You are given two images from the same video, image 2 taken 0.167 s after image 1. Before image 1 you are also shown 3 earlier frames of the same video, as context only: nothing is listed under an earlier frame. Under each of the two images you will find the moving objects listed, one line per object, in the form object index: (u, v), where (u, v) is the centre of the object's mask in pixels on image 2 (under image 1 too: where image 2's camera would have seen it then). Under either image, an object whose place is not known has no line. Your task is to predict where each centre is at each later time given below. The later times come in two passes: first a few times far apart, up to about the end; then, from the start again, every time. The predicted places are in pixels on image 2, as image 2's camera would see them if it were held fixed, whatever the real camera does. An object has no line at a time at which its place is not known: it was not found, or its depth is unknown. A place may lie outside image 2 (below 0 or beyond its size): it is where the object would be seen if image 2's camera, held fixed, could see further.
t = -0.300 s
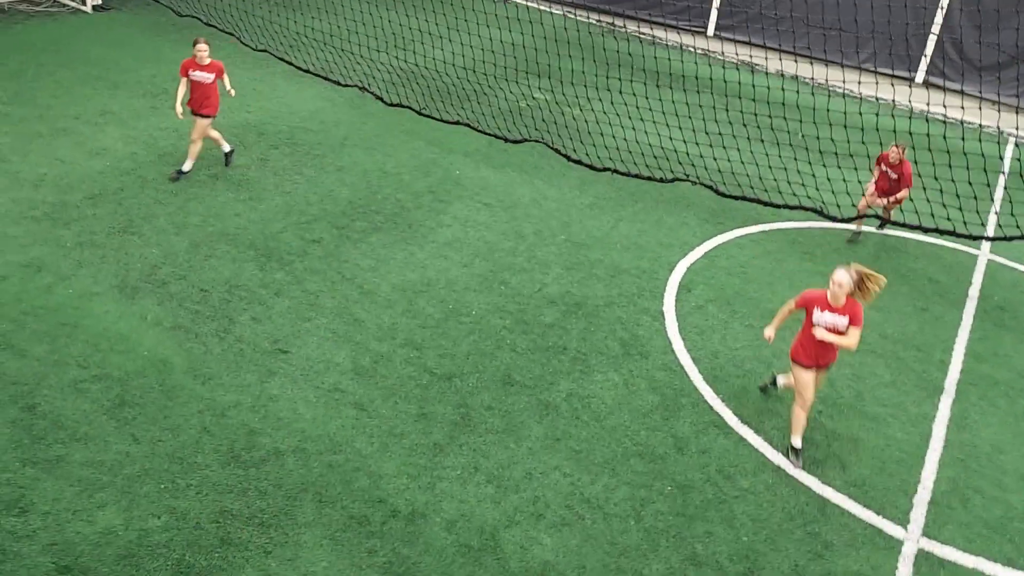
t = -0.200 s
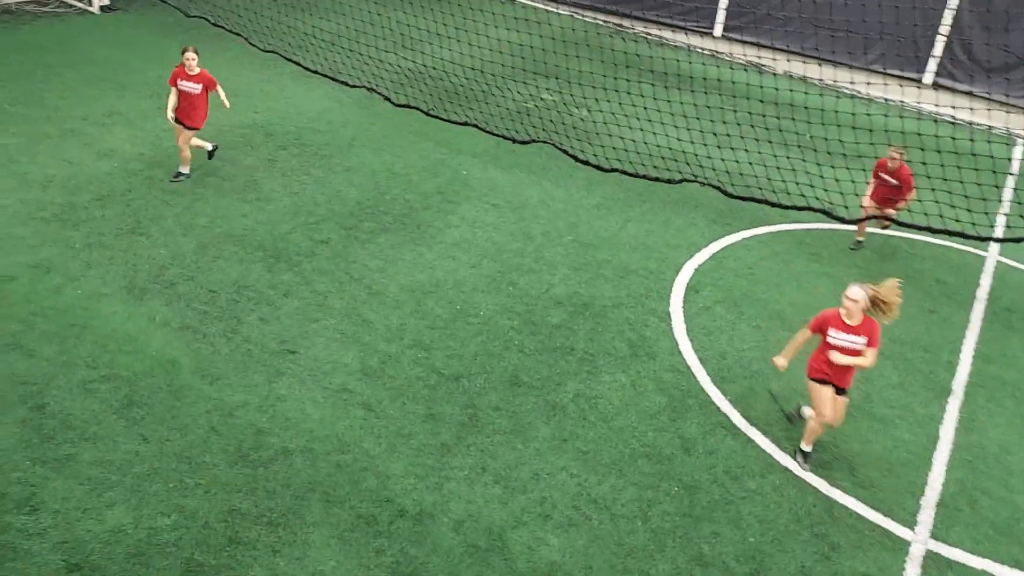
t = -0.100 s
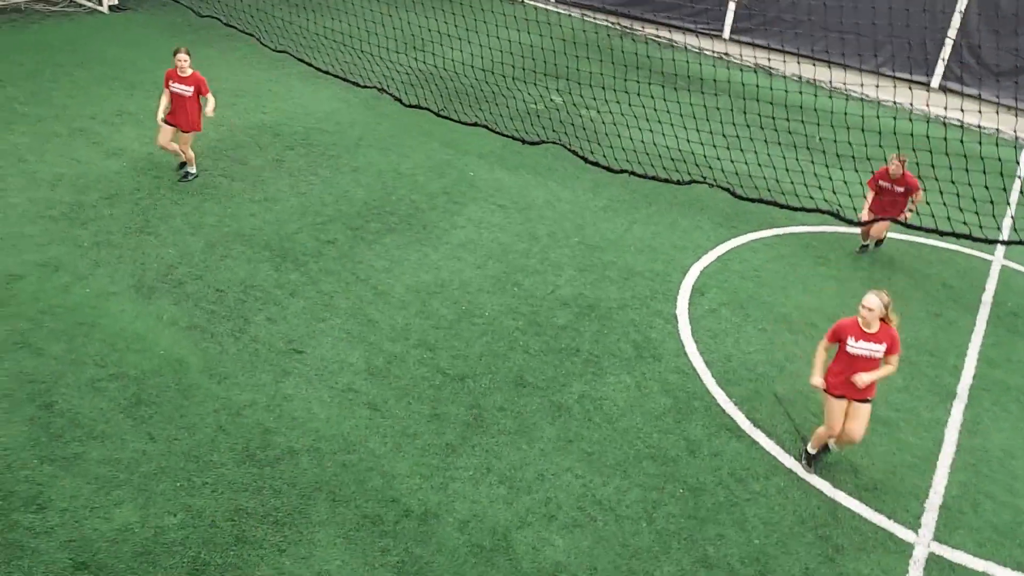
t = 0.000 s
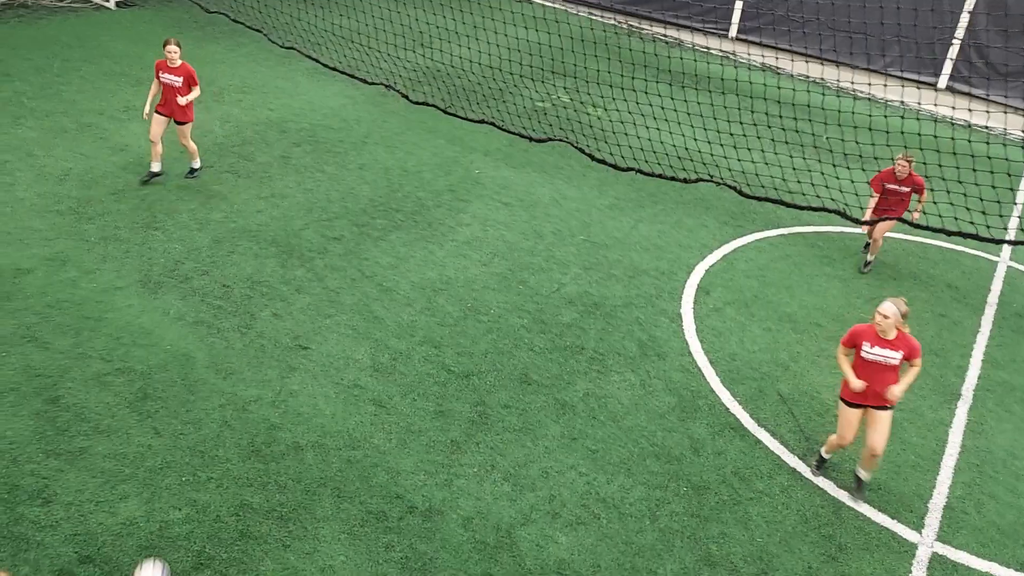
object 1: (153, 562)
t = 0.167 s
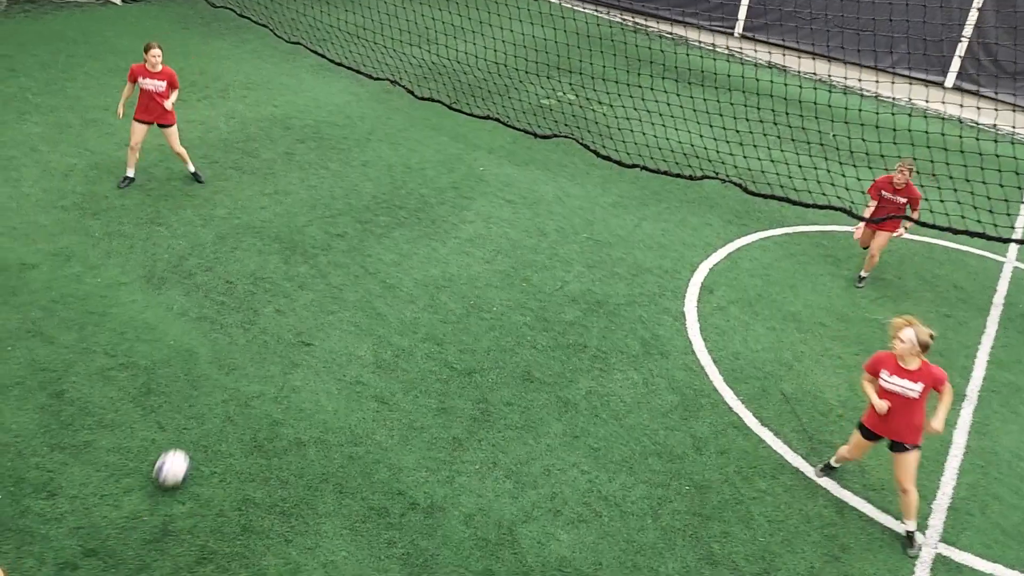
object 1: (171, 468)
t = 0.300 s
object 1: (182, 410)
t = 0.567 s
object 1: (193, 329)
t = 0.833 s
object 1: (198, 268)
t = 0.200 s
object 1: (174, 452)
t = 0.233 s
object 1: (177, 436)
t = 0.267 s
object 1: (180, 423)
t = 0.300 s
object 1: (182, 410)
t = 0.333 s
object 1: (183, 397)
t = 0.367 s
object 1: (184, 385)
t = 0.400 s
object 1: (186, 376)
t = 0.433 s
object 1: (188, 366)
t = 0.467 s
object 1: (189, 355)
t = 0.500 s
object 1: (191, 345)
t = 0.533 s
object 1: (192, 336)
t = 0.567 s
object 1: (193, 329)
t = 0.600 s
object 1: (193, 320)
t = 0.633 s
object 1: (194, 310)
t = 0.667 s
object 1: (195, 302)
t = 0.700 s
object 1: (196, 295)
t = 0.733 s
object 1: (197, 289)
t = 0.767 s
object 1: (197, 282)
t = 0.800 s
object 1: (198, 274)
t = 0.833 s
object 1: (198, 268)
